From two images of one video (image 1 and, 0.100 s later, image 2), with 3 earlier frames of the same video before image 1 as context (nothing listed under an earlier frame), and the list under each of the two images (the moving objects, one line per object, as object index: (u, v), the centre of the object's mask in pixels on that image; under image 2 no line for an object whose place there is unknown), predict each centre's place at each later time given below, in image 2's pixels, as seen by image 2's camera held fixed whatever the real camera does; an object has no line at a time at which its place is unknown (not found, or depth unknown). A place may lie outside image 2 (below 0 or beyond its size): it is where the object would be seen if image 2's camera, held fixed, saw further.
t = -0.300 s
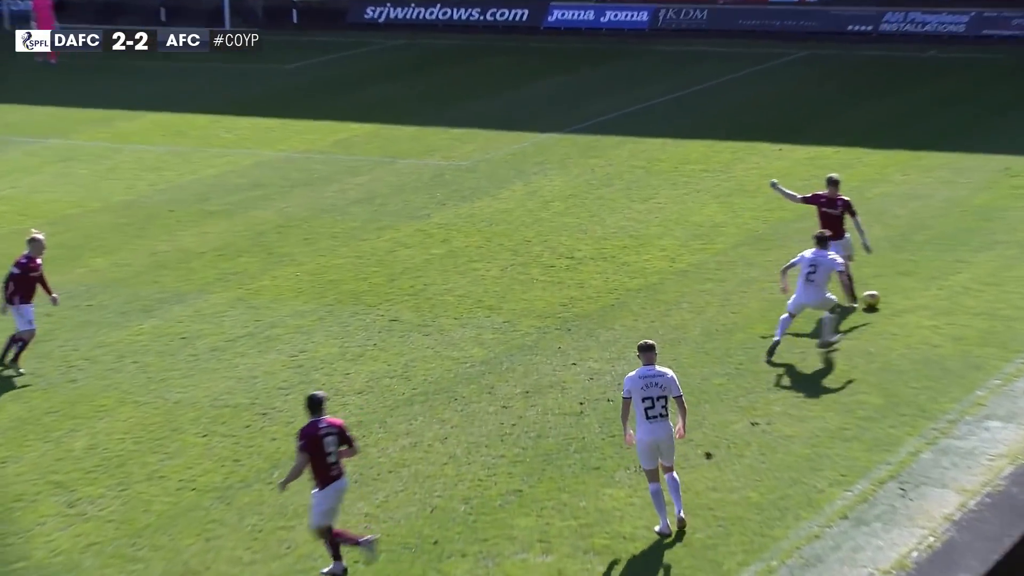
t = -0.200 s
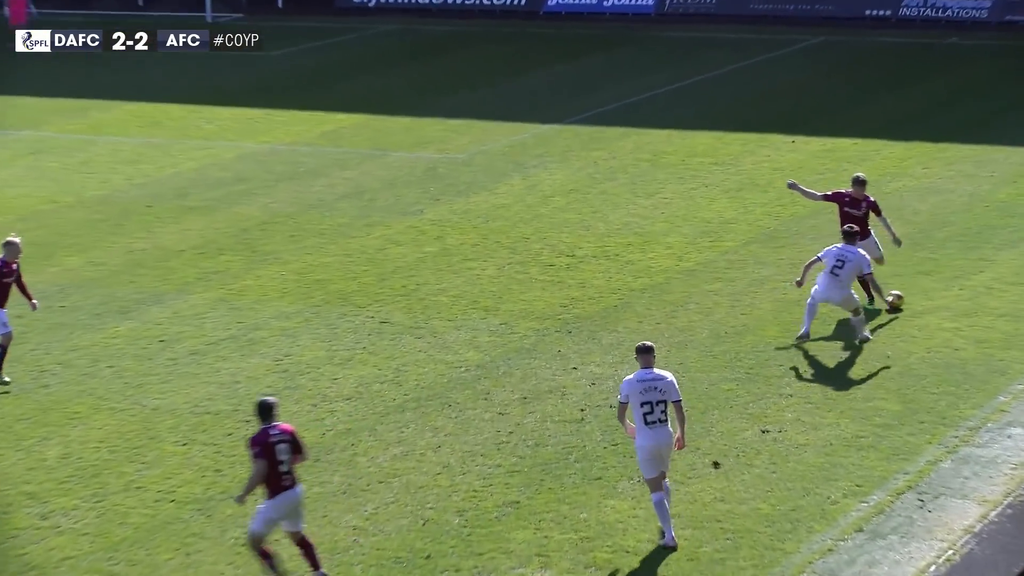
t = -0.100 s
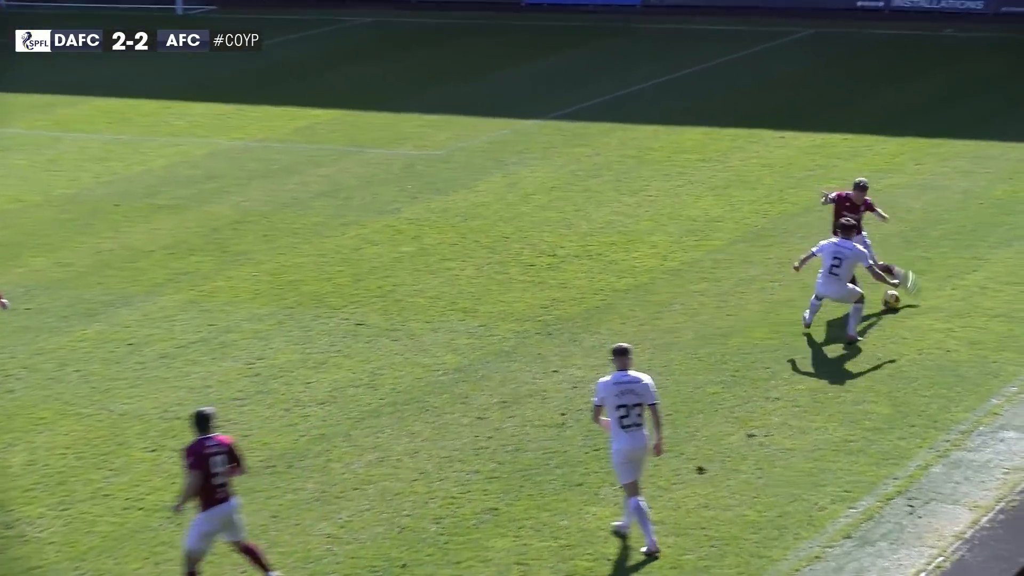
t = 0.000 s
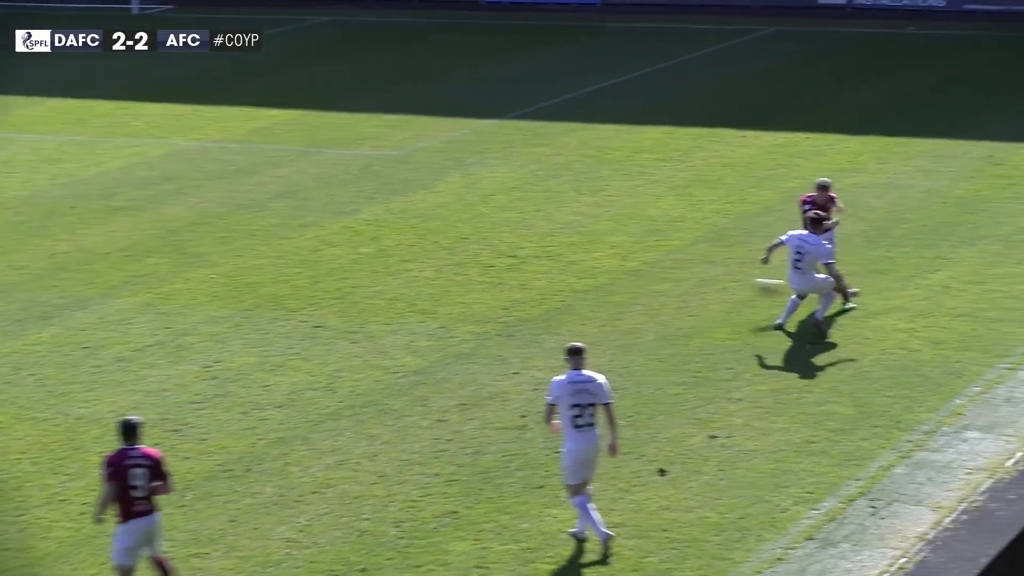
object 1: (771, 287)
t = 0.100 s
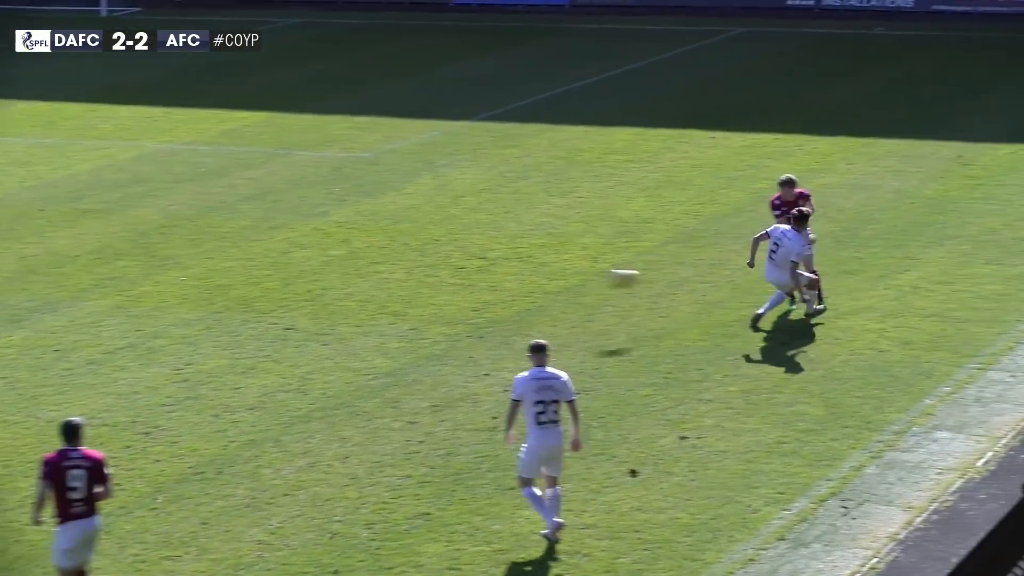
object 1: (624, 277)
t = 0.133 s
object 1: (584, 275)
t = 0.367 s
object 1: (306, 283)
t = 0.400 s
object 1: (268, 287)
